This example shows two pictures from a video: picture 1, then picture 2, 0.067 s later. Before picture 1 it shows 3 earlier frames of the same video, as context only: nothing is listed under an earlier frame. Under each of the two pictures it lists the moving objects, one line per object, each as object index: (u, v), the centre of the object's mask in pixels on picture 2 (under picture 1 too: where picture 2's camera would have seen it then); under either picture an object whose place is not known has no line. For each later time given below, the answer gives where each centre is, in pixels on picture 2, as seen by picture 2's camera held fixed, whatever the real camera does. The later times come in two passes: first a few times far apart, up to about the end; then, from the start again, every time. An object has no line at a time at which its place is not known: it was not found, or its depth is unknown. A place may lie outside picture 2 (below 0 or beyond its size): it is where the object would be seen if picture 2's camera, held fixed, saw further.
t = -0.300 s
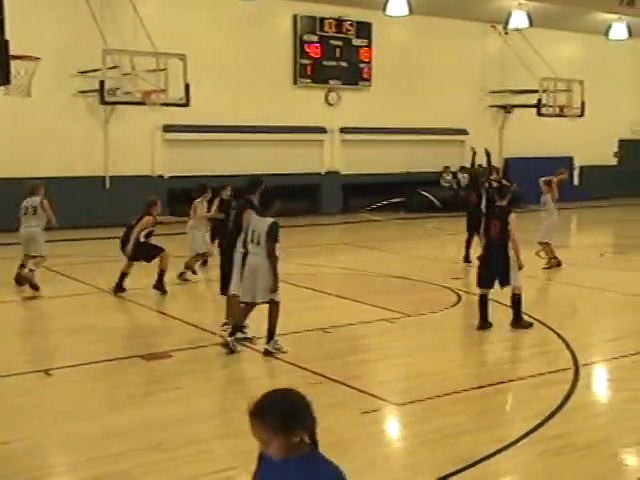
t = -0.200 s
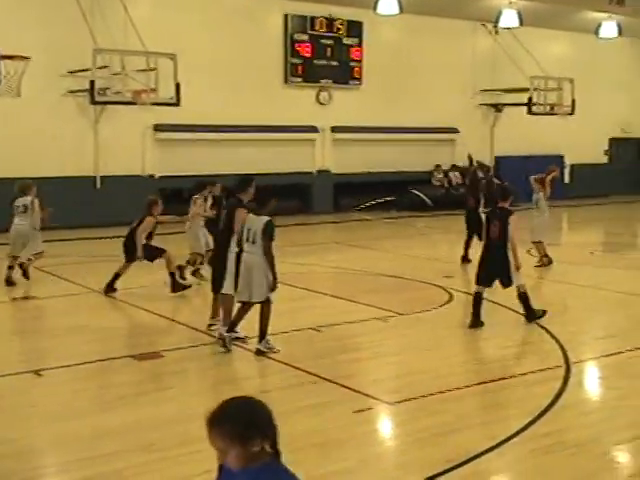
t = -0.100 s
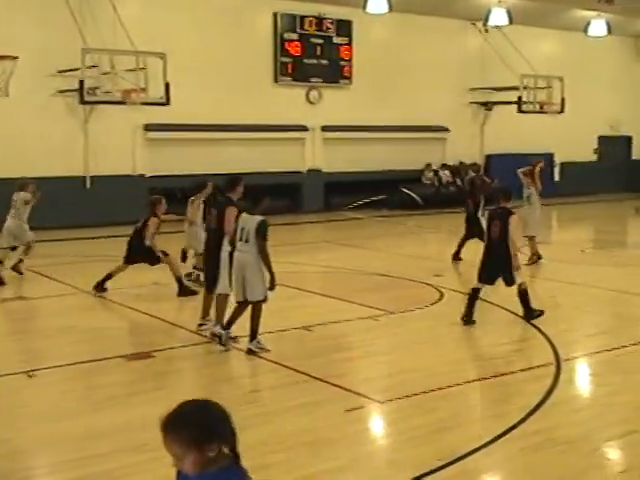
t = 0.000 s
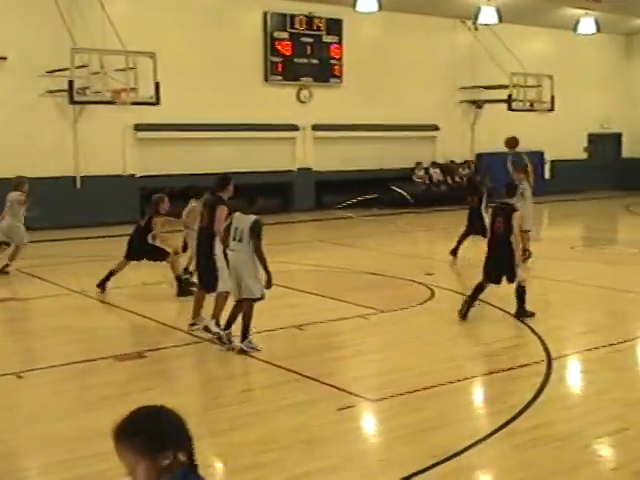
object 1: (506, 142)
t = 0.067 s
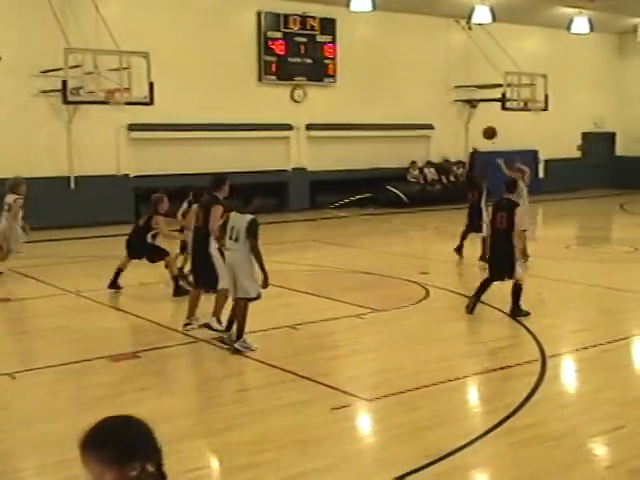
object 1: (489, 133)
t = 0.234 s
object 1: (445, 122)
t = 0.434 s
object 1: (383, 134)
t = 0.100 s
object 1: (480, 129)
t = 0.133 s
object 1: (472, 127)
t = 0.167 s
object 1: (464, 125)
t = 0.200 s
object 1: (454, 123)
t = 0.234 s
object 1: (445, 122)
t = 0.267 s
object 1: (435, 123)
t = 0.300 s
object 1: (425, 123)
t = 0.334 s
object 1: (415, 124)
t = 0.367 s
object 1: (405, 126)
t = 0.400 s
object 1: (394, 128)
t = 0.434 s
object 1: (383, 134)
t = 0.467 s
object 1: (372, 137)
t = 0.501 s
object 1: (361, 142)
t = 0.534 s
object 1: (350, 149)
